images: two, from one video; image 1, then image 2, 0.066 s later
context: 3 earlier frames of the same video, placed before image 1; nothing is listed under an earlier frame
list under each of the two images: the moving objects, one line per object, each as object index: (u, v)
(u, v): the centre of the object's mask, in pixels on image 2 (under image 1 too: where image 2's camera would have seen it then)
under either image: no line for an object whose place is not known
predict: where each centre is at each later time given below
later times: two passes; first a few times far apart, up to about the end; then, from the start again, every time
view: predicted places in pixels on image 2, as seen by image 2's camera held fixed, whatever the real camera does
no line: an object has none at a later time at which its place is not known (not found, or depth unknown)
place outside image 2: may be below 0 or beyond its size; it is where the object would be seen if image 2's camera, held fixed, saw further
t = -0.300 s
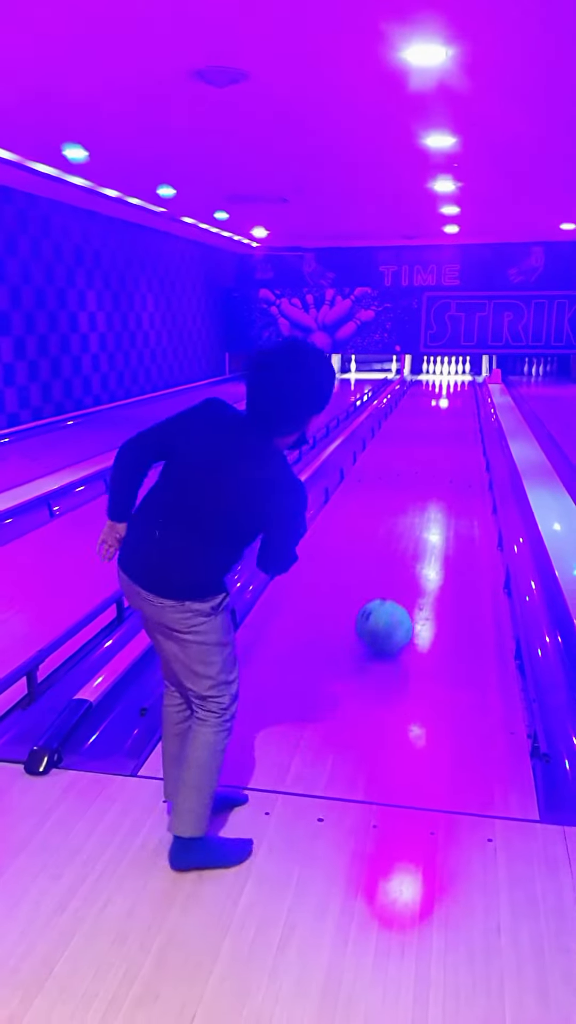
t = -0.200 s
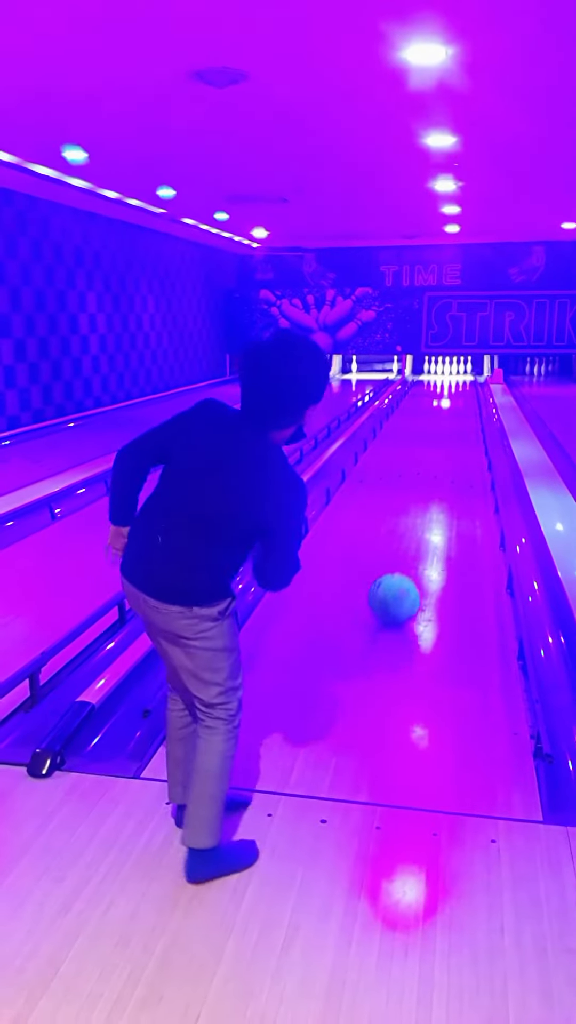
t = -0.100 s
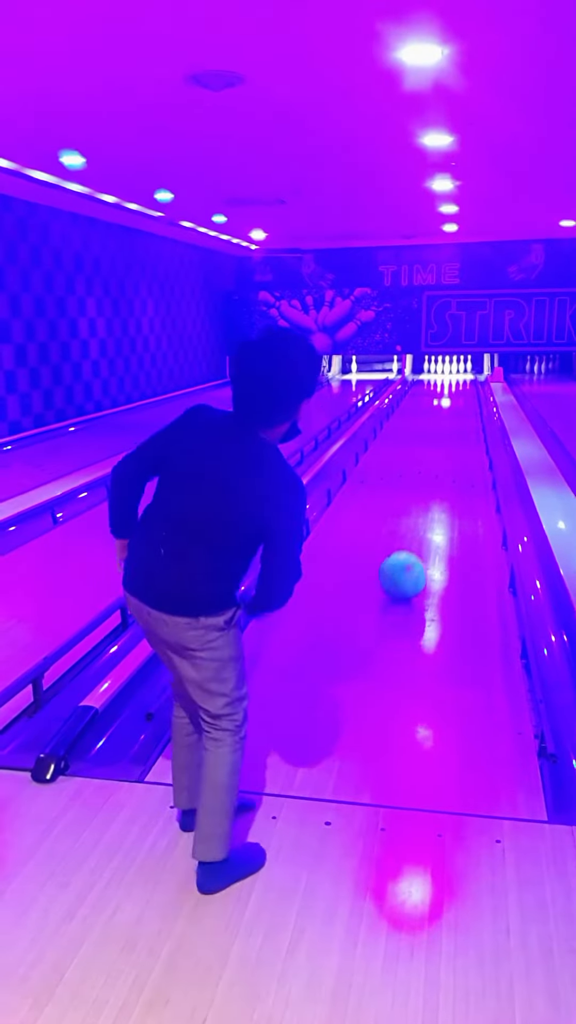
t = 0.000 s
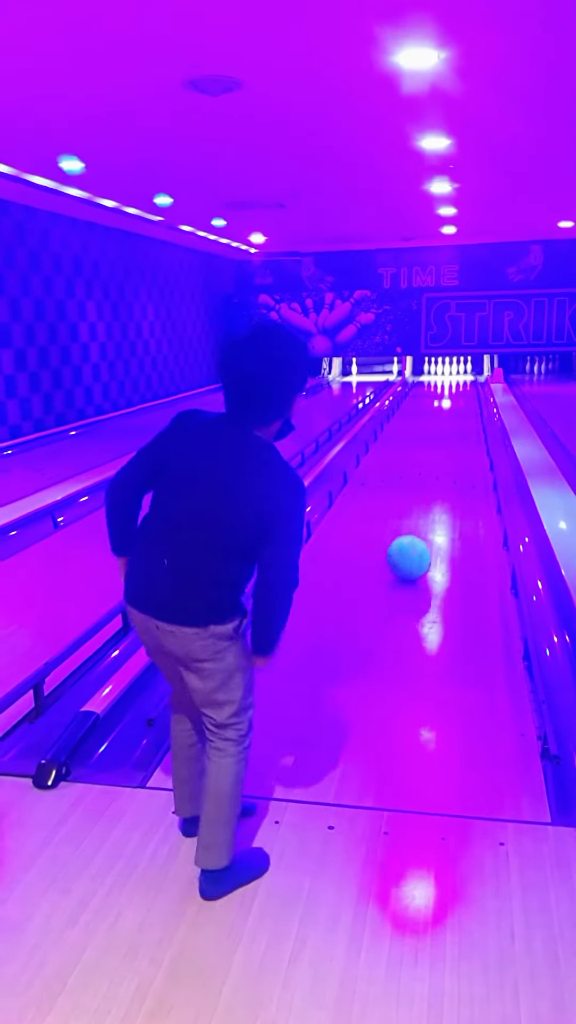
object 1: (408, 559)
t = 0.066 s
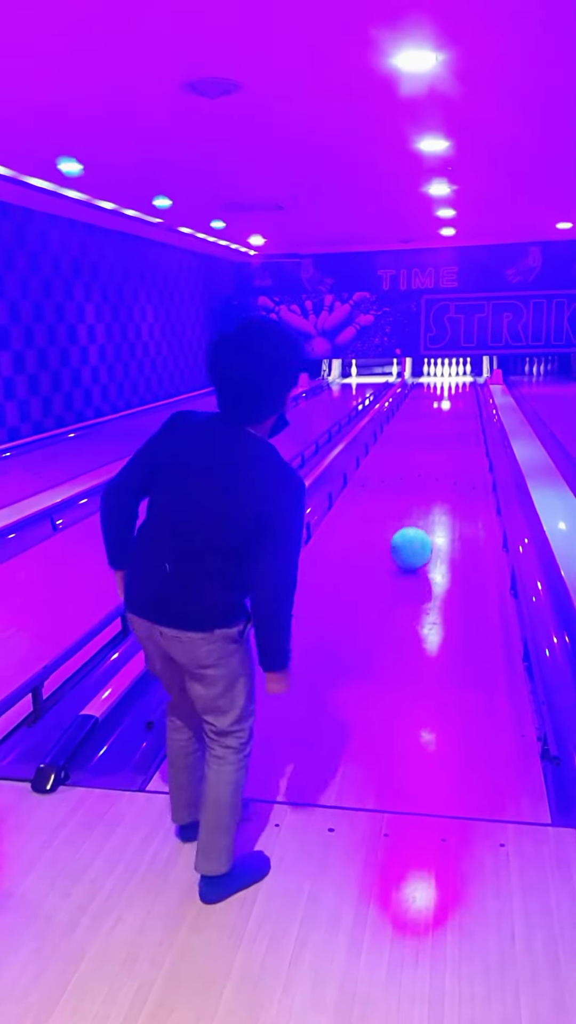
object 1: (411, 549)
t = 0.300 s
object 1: (418, 517)
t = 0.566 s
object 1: (425, 493)
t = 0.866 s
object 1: (431, 472)
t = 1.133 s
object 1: (437, 459)
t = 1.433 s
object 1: (441, 447)
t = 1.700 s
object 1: (443, 438)
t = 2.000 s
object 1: (445, 428)
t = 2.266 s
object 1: (448, 421)
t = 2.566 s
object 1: (451, 414)
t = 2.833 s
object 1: (455, 409)
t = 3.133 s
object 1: (458, 404)
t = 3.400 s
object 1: (461, 400)
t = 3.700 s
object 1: (463, 395)
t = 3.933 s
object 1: (464, 393)
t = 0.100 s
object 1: (412, 543)
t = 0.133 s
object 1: (413, 538)
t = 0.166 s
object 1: (415, 534)
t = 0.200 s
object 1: (416, 529)
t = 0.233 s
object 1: (417, 525)
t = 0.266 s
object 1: (418, 521)
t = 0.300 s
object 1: (418, 517)
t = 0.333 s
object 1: (419, 514)
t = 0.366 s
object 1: (420, 511)
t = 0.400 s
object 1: (421, 507)
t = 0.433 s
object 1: (422, 504)
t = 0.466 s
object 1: (423, 501)
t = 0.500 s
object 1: (423, 498)
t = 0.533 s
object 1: (424, 495)
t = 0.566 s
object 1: (425, 493)
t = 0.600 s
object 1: (426, 490)
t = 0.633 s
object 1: (427, 487)
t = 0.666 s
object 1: (427, 485)
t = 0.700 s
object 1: (428, 483)
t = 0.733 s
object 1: (429, 480)
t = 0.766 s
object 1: (430, 479)
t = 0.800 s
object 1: (430, 476)
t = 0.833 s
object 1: (431, 474)
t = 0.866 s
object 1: (431, 472)
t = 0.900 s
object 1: (432, 470)
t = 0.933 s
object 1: (433, 468)
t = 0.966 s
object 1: (434, 467)
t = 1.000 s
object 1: (434, 465)
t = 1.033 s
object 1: (435, 463)
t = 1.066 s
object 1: (436, 462)
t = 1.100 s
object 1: (436, 460)
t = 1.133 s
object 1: (437, 459)
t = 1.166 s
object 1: (437, 457)
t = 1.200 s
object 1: (437, 456)
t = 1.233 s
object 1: (438, 454)
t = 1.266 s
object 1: (439, 452)
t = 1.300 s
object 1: (439, 452)
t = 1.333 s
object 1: (439, 450)
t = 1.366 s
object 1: (440, 449)
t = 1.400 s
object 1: (440, 448)
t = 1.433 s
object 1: (441, 447)
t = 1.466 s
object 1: (441, 446)
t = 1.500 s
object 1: (441, 444)
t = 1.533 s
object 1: (441, 443)
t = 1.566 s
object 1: (442, 442)
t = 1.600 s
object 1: (442, 441)
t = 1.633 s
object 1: (442, 440)
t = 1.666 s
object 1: (443, 439)
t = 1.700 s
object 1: (443, 438)
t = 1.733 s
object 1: (443, 437)
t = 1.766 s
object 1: (443, 436)
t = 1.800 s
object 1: (444, 435)
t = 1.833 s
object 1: (444, 434)
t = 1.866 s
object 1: (444, 433)
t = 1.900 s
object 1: (445, 432)
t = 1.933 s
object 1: (445, 431)
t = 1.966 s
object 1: (445, 429)
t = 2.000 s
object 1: (445, 428)
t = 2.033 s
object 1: (446, 427)
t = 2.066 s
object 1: (446, 426)
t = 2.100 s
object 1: (446, 426)
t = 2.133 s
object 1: (446, 425)
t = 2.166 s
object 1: (447, 424)
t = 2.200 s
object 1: (447, 423)
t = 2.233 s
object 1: (448, 422)
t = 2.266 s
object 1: (448, 421)
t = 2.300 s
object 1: (448, 420)
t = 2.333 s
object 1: (448, 420)
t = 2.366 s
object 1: (449, 419)
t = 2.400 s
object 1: (449, 418)
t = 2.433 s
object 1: (450, 417)
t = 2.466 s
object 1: (450, 416)
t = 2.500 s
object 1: (450, 415)
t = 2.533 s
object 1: (450, 415)
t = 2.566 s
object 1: (451, 414)
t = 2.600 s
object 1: (451, 413)
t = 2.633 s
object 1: (452, 413)
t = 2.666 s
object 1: (452, 412)
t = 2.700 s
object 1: (452, 411)
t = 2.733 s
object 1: (453, 411)
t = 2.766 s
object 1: (453, 410)
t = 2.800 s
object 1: (454, 410)
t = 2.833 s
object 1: (455, 409)
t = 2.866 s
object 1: (455, 408)
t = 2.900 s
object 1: (455, 408)
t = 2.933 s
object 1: (456, 407)
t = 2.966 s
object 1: (456, 407)
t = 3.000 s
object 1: (457, 406)
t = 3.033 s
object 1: (457, 406)
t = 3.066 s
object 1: (458, 405)
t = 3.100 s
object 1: (458, 404)
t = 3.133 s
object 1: (458, 404)
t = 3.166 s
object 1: (459, 403)
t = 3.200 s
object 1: (459, 402)
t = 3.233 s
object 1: (459, 402)
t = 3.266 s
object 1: (460, 401)
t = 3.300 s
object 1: (460, 401)
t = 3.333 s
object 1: (460, 400)
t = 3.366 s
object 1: (460, 400)
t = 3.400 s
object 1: (461, 400)
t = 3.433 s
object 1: (461, 399)
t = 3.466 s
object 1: (461, 398)
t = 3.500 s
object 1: (461, 398)
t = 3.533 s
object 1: (461, 398)
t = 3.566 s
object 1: (462, 397)
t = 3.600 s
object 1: (462, 397)
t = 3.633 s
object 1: (462, 396)
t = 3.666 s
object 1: (463, 396)
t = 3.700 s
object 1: (463, 395)
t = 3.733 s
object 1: (463, 395)
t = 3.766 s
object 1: (463, 394)
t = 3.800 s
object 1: (463, 394)
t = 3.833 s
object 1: (464, 394)
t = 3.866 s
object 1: (464, 393)
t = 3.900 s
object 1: (464, 393)
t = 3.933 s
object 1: (464, 393)
